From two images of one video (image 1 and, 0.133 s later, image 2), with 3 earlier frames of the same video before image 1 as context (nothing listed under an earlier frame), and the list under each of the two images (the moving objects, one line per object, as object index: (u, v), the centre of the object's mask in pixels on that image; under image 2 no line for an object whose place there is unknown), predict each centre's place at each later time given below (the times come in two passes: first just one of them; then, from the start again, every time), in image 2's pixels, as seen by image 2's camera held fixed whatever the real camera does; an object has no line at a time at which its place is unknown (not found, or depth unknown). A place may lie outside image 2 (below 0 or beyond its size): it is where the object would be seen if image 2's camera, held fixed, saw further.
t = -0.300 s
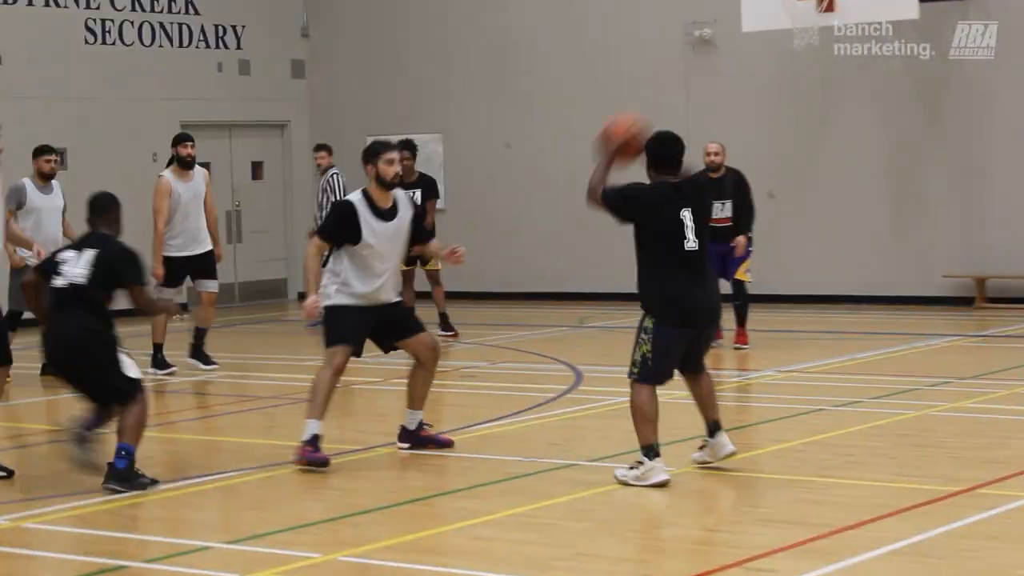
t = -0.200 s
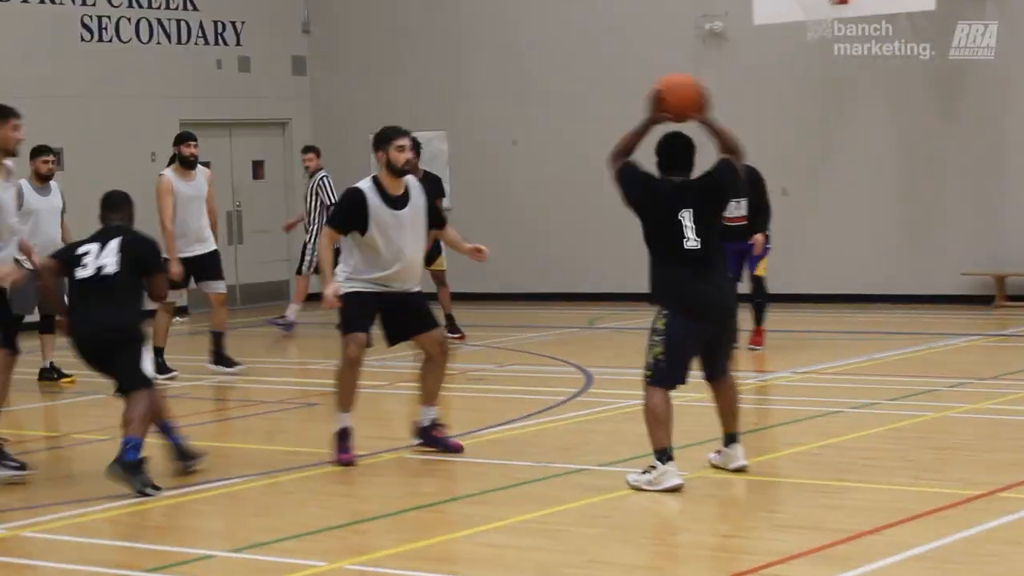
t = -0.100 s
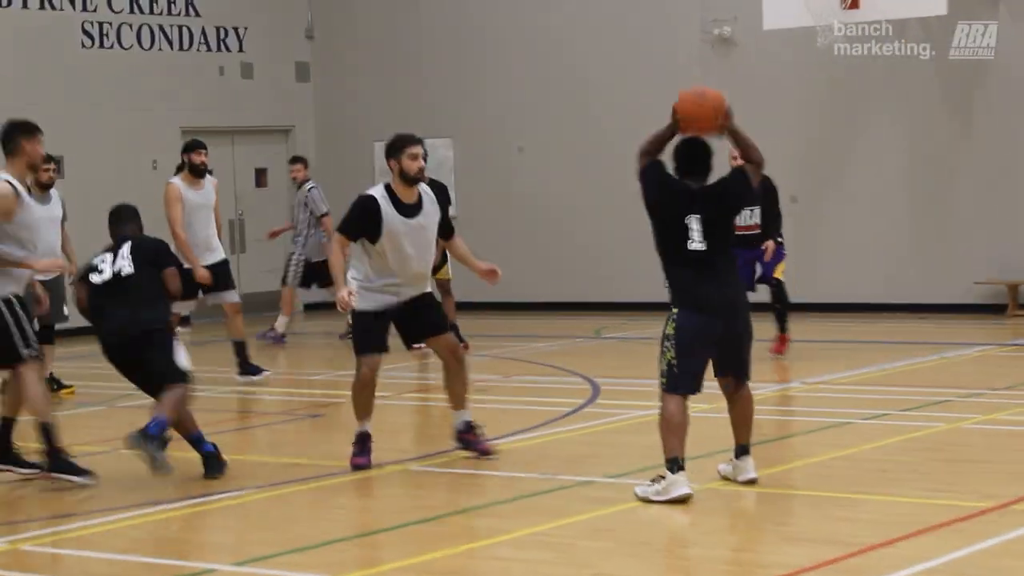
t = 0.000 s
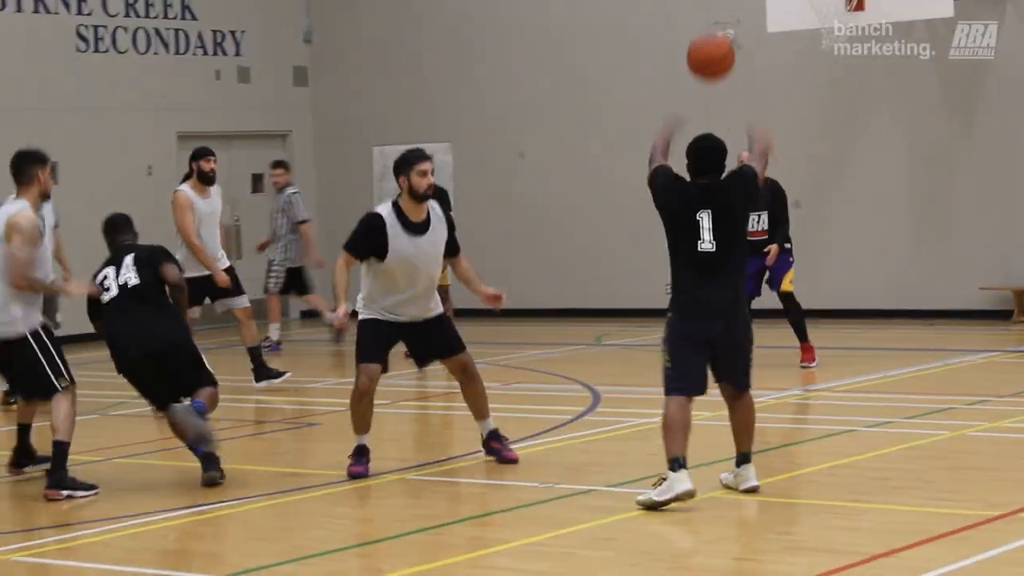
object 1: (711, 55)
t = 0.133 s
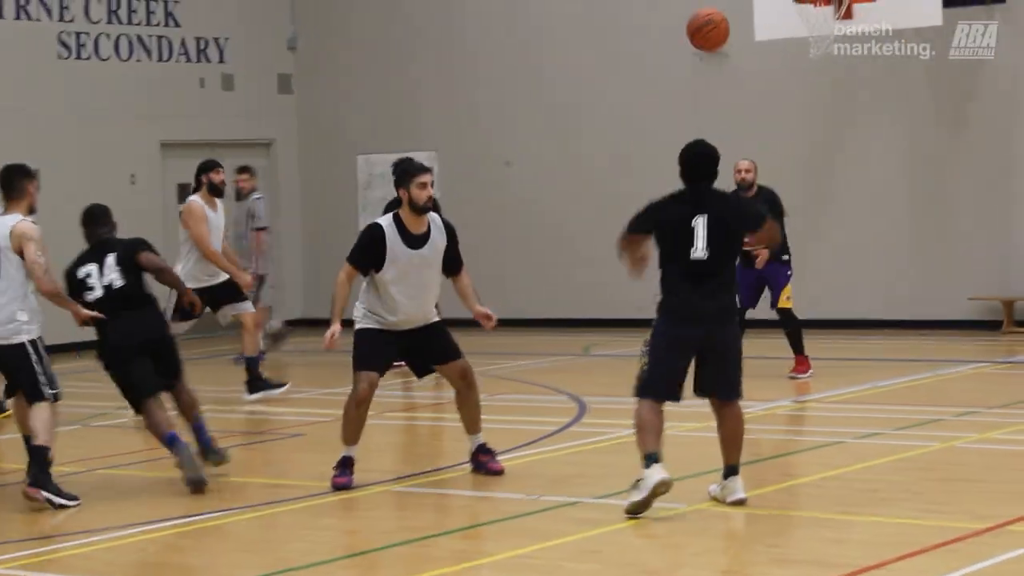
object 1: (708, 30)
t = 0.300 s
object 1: (715, 32)
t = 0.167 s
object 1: (709, 27)
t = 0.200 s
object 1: (712, 25)
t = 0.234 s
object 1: (712, 26)
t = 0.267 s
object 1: (715, 28)
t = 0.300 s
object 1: (715, 32)
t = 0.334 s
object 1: (716, 39)
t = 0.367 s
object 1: (718, 47)
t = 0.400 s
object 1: (720, 52)
